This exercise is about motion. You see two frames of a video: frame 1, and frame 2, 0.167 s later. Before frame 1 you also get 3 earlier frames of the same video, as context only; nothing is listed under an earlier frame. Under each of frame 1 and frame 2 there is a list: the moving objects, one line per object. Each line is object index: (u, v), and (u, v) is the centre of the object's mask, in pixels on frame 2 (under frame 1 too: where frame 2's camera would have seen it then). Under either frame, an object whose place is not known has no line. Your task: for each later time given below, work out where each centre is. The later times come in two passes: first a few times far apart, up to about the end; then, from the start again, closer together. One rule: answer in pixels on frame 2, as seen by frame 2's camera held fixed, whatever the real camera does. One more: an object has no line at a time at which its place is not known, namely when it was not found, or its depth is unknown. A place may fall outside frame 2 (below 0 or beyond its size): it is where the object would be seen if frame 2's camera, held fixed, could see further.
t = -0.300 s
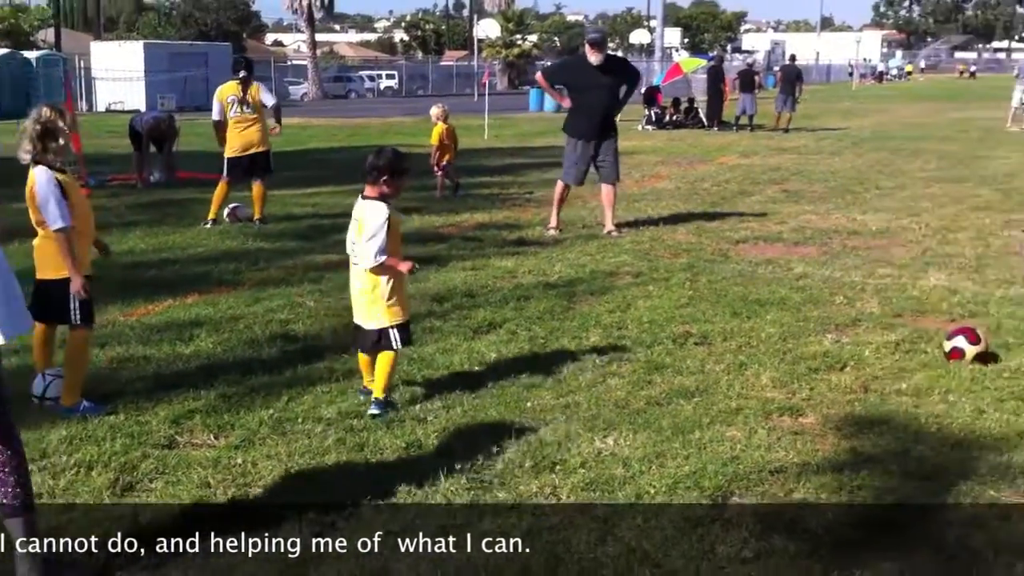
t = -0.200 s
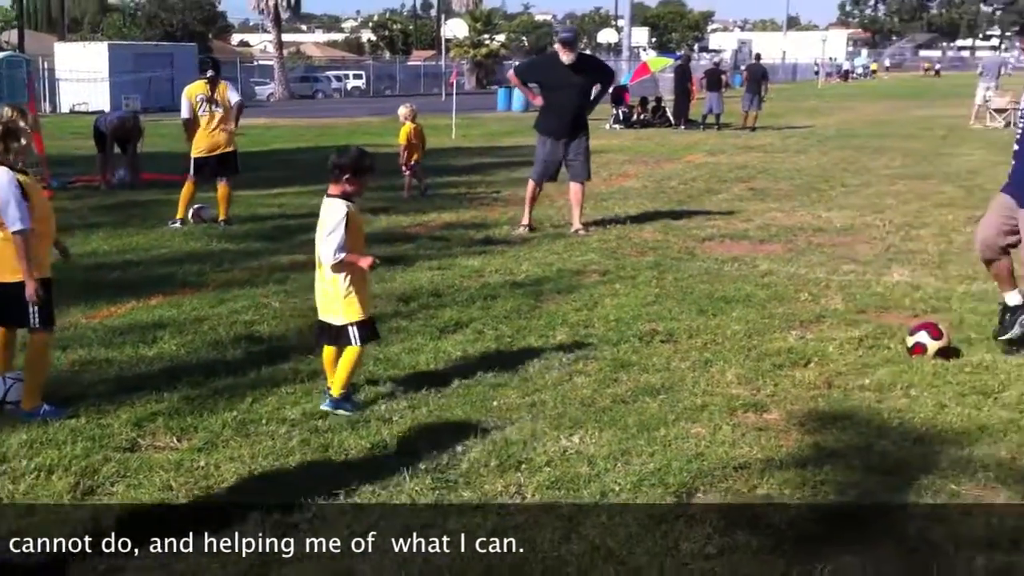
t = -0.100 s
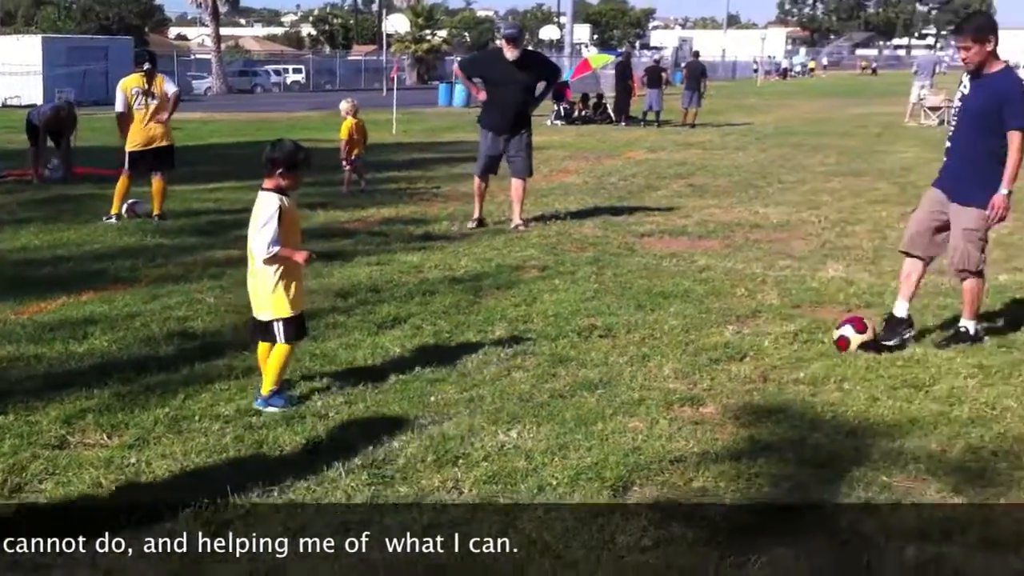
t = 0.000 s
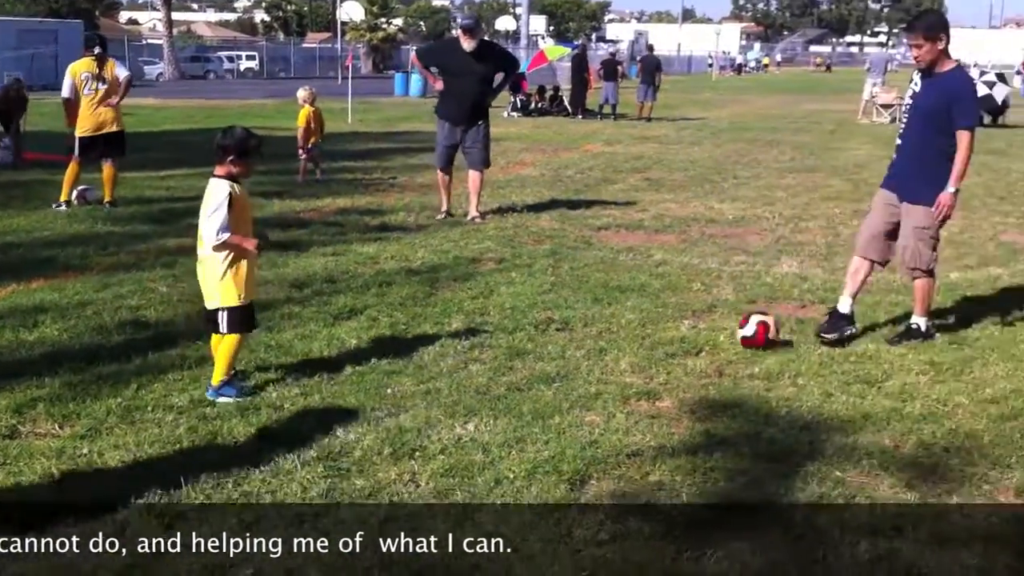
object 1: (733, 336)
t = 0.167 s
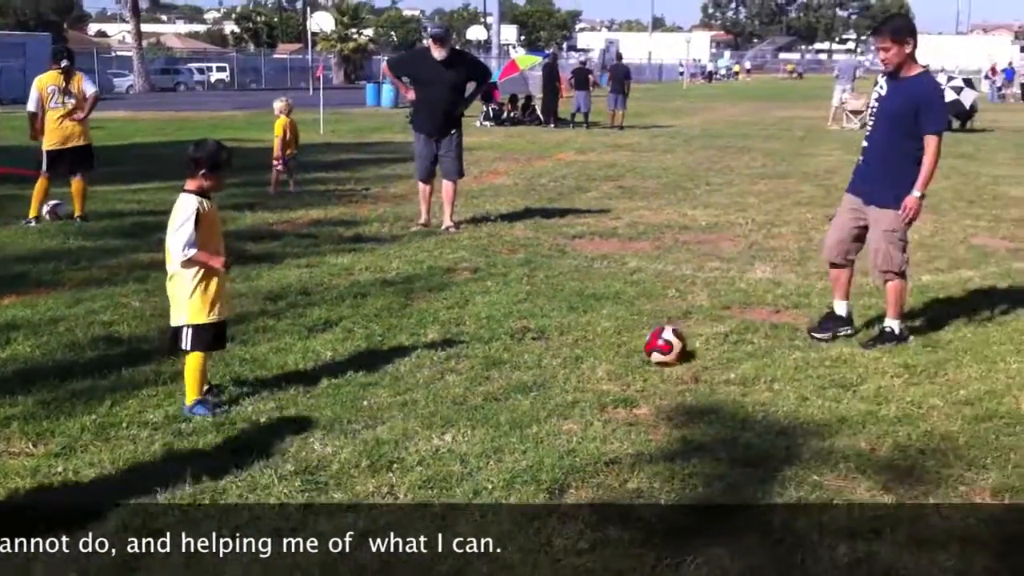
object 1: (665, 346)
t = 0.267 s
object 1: (637, 342)
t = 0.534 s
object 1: (563, 347)
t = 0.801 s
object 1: (502, 354)
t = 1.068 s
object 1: (450, 355)
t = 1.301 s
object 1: (424, 355)
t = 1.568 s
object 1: (414, 355)
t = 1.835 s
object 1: (418, 355)
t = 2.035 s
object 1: (421, 356)
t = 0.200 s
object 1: (656, 344)
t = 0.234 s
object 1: (647, 343)
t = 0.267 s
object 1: (637, 342)
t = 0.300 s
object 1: (628, 343)
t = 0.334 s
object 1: (618, 345)
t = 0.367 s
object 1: (609, 347)
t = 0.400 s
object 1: (599, 347)
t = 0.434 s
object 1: (589, 348)
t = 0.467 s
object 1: (580, 349)
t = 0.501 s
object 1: (571, 348)
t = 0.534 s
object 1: (563, 347)
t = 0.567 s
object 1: (555, 348)
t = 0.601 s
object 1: (546, 348)
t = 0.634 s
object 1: (538, 348)
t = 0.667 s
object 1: (531, 351)
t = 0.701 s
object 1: (524, 353)
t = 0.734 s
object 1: (516, 352)
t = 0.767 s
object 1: (509, 353)
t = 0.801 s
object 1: (502, 354)
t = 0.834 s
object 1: (495, 354)
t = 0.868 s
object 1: (489, 354)
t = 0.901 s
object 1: (481, 353)
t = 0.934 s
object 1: (474, 355)
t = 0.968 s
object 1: (469, 355)
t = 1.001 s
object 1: (462, 354)
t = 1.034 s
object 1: (455, 354)
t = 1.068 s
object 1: (450, 355)
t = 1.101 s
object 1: (446, 355)
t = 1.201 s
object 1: (434, 354)
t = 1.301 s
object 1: (424, 355)
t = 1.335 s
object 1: (421, 354)
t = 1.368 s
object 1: (419, 355)
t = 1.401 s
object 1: (417, 355)
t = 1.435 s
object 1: (416, 355)
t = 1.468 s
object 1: (415, 355)
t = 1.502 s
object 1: (415, 356)
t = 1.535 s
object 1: (414, 355)
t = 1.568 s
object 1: (414, 355)
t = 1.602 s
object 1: (415, 355)
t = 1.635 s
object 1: (415, 355)
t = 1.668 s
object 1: (415, 355)
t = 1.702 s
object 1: (416, 355)
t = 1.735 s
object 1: (416, 355)
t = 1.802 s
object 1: (418, 355)
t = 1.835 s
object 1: (418, 355)
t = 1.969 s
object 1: (420, 355)
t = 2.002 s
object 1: (421, 355)
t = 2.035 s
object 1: (421, 356)
